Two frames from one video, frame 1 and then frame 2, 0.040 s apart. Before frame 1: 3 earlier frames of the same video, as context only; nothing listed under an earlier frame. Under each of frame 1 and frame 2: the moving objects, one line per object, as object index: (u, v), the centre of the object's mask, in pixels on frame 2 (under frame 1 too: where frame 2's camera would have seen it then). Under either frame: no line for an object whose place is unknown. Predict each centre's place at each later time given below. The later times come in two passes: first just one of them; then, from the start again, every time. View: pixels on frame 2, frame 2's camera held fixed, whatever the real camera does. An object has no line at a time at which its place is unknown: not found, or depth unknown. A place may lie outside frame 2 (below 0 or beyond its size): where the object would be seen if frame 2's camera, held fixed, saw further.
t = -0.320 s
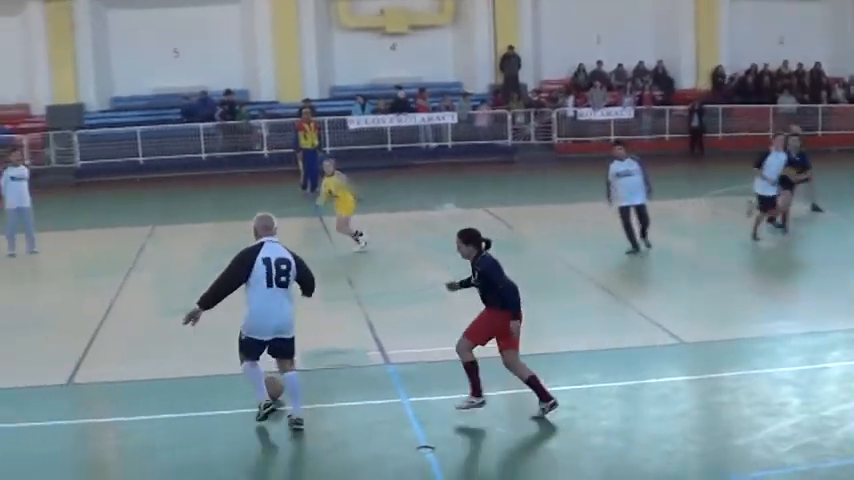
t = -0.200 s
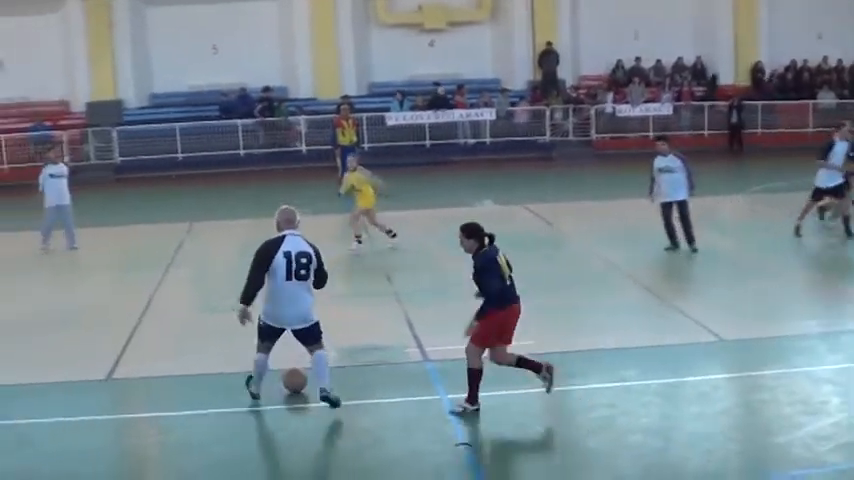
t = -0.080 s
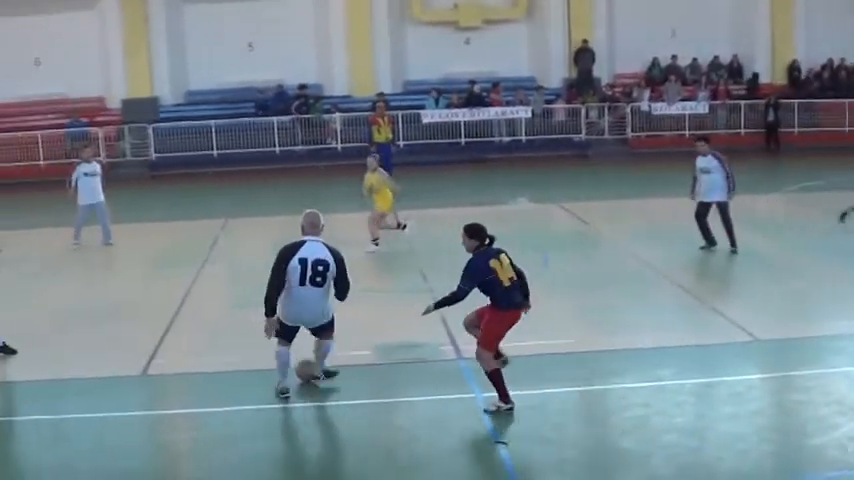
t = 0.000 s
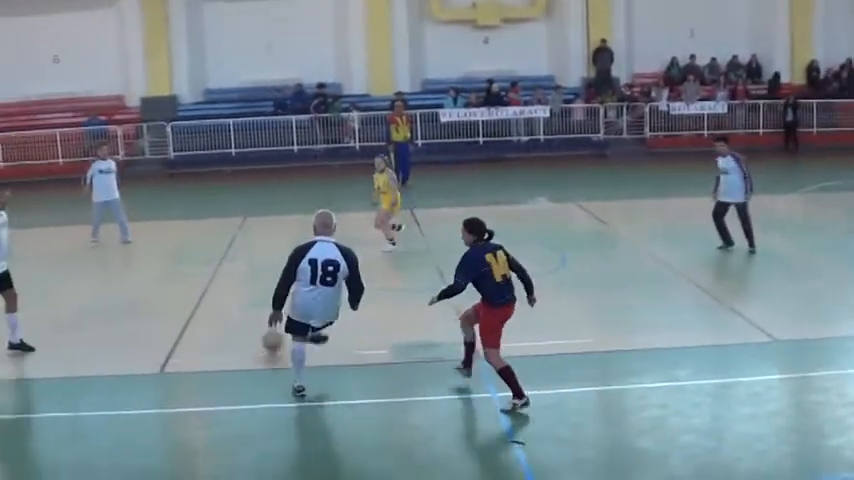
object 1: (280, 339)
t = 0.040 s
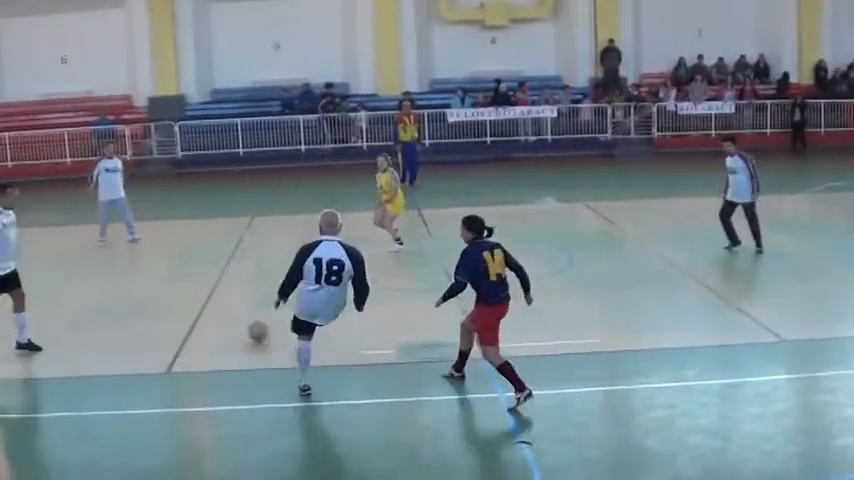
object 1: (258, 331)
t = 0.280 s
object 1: (162, 284)
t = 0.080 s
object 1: (238, 320)
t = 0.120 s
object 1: (219, 311)
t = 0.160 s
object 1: (202, 303)
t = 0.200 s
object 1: (188, 296)
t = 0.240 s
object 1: (174, 290)
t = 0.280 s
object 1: (162, 284)
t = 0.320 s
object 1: (151, 278)
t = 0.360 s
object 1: (140, 273)
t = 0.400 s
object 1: (130, 267)
